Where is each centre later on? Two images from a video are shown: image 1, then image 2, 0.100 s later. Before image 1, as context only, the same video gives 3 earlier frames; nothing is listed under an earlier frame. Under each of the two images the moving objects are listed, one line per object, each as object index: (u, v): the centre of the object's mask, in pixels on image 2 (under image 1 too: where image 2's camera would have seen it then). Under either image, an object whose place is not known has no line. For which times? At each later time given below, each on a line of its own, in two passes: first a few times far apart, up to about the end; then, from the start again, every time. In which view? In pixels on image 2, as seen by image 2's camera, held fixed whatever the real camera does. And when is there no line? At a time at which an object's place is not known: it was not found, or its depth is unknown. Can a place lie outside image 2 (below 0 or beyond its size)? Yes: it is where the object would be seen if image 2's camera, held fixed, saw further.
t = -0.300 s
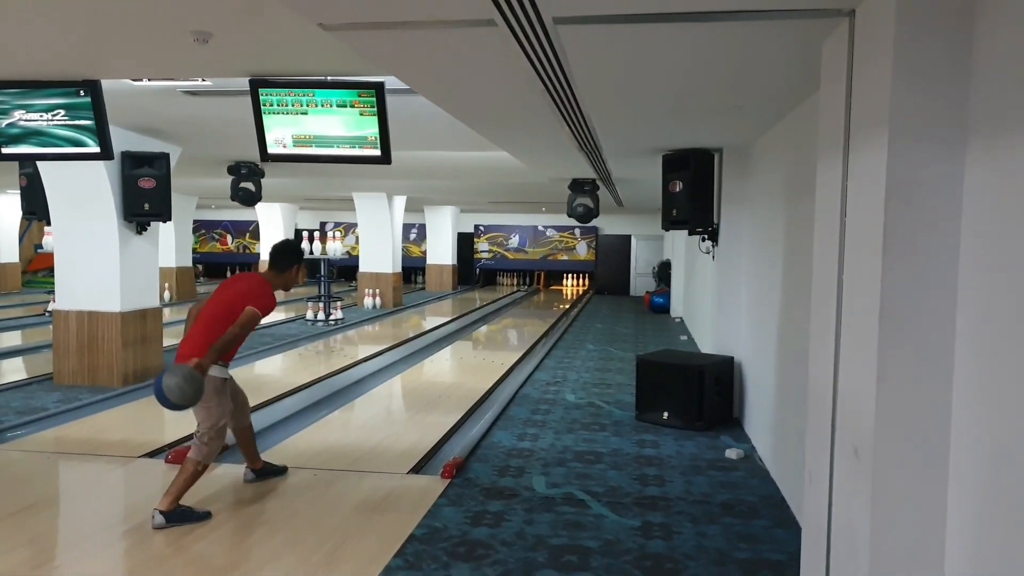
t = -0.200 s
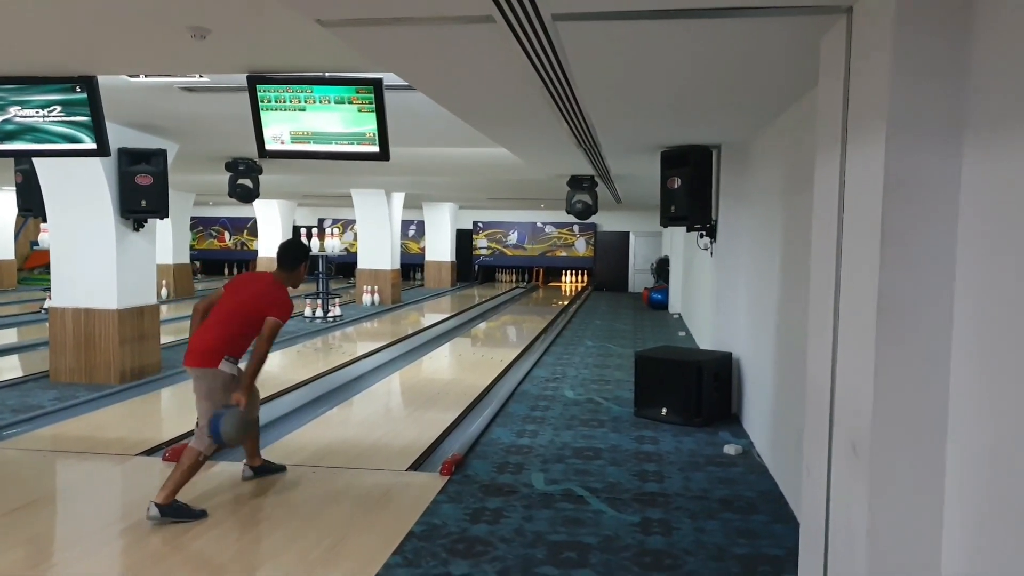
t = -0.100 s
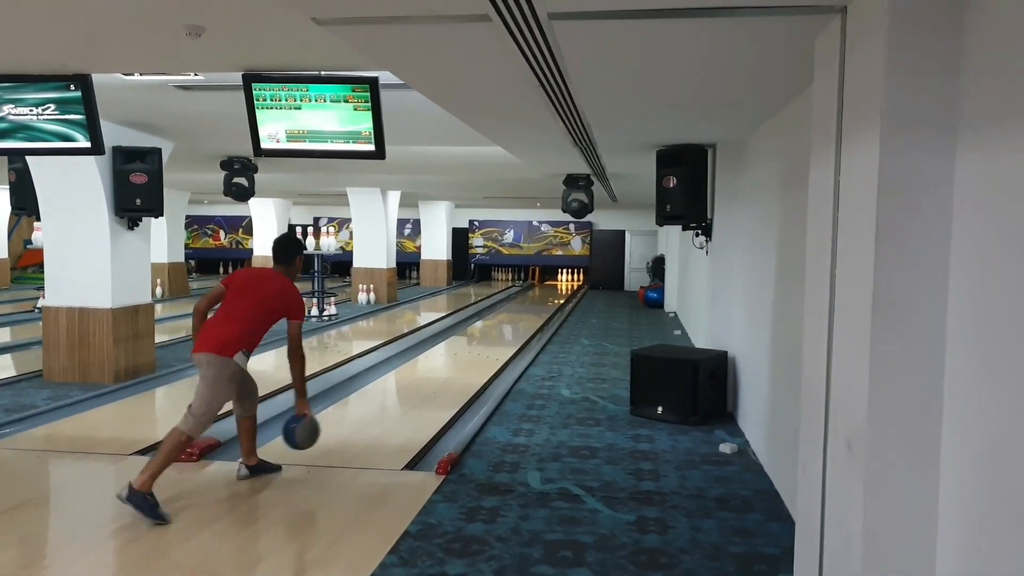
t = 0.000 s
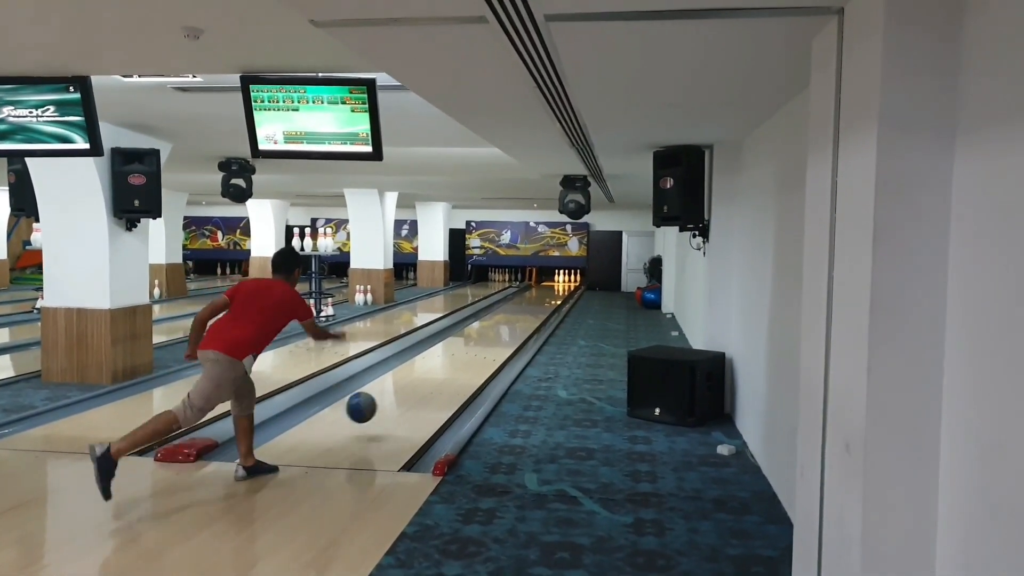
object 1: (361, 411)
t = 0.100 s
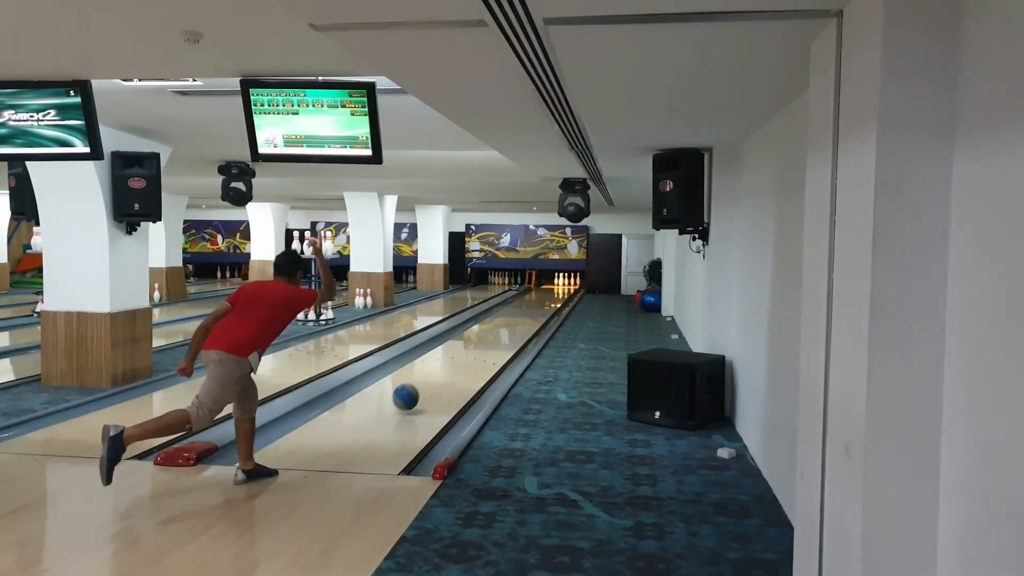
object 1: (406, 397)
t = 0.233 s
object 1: (449, 377)
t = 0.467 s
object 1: (497, 345)
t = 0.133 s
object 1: (418, 389)
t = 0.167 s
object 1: (429, 384)
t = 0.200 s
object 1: (439, 382)
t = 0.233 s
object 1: (449, 377)
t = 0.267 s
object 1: (458, 372)
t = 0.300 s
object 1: (466, 368)
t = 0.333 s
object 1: (473, 364)
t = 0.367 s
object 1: (479, 359)
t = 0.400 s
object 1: (487, 355)
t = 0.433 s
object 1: (492, 349)
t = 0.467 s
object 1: (497, 345)
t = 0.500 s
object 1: (501, 342)
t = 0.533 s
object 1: (509, 338)
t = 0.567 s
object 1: (516, 336)
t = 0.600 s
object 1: (520, 336)
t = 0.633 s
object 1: (519, 338)
